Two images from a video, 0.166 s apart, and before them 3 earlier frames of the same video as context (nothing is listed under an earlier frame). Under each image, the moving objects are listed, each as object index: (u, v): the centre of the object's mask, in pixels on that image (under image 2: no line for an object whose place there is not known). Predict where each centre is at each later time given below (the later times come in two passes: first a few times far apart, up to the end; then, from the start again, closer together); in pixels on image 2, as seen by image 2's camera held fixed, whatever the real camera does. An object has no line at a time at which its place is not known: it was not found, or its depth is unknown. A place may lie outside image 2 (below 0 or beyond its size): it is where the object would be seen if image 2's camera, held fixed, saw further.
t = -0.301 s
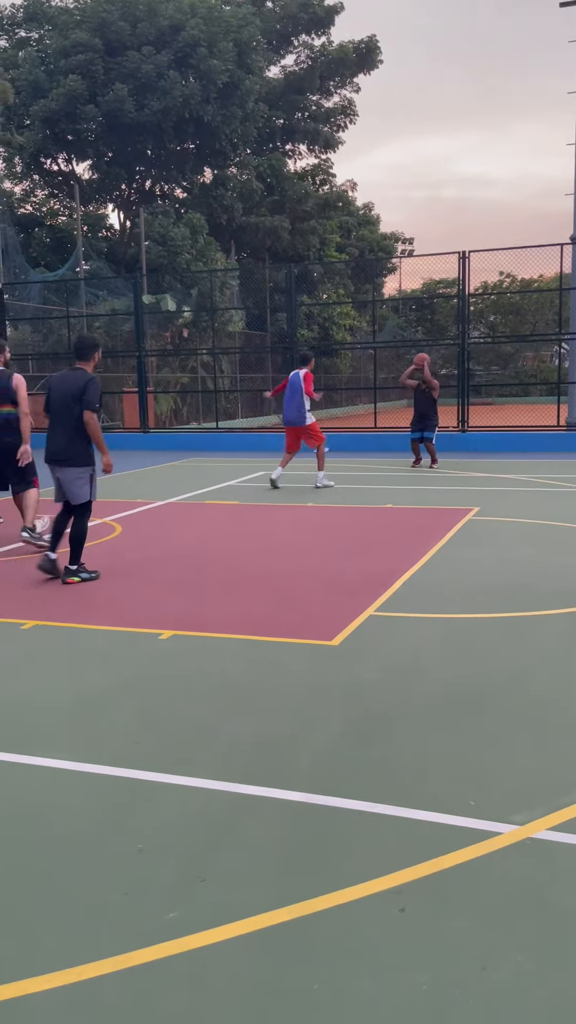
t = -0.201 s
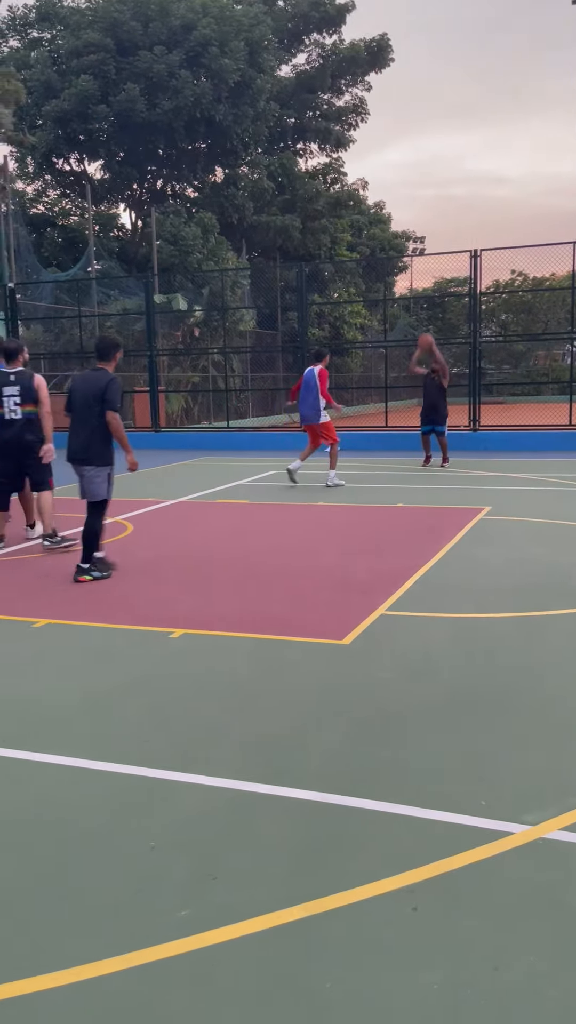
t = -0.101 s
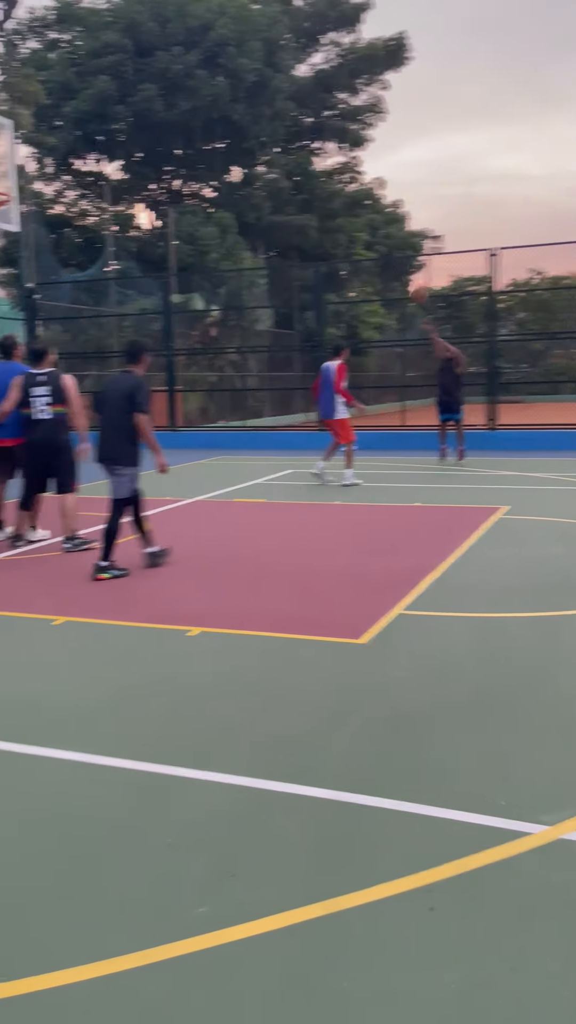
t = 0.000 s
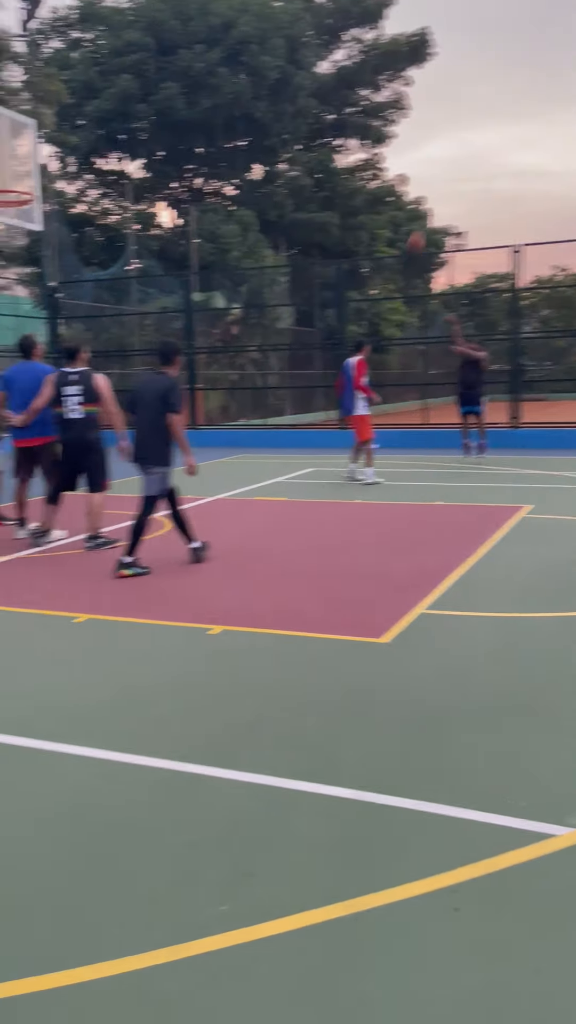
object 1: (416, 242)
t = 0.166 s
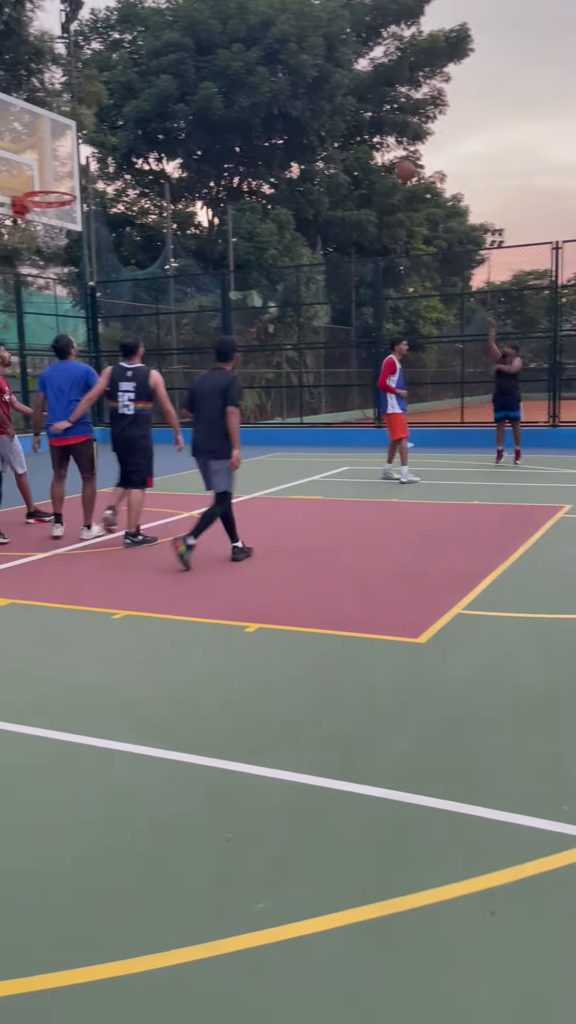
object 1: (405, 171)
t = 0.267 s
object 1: (373, 137)
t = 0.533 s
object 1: (280, 82)
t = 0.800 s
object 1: (174, 89)
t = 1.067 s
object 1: (56, 177)
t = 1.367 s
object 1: (132, 149)
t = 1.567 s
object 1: (206, 166)
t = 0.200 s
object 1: (395, 161)
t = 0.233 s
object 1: (383, 147)
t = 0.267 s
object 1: (373, 137)
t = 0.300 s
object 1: (363, 127)
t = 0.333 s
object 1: (351, 119)
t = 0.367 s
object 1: (340, 110)
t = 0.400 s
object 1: (329, 102)
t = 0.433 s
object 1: (317, 96)
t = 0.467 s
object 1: (305, 90)
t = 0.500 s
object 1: (292, 85)
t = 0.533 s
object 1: (280, 82)
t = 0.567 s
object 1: (267, 79)
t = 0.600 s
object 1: (255, 77)
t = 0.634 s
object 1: (242, 76)
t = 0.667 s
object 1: (229, 77)
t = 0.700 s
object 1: (215, 78)
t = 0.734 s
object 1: (202, 80)
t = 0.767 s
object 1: (188, 85)
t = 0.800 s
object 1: (174, 89)
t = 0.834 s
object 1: (160, 95)
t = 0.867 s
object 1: (145, 103)
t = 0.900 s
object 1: (131, 111)
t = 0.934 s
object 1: (116, 121)
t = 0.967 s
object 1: (102, 133)
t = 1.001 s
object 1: (88, 145)
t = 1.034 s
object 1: (70, 161)
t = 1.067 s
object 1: (56, 177)
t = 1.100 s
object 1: (41, 191)
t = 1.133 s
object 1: (48, 181)
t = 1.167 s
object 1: (60, 176)
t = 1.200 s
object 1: (71, 169)
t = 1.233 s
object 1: (82, 163)
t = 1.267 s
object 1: (97, 157)
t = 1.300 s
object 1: (108, 152)
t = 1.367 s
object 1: (132, 149)
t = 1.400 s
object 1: (143, 148)
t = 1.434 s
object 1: (156, 149)
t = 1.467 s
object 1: (169, 151)
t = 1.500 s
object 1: (182, 155)
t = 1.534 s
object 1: (194, 160)
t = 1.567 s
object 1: (206, 166)
